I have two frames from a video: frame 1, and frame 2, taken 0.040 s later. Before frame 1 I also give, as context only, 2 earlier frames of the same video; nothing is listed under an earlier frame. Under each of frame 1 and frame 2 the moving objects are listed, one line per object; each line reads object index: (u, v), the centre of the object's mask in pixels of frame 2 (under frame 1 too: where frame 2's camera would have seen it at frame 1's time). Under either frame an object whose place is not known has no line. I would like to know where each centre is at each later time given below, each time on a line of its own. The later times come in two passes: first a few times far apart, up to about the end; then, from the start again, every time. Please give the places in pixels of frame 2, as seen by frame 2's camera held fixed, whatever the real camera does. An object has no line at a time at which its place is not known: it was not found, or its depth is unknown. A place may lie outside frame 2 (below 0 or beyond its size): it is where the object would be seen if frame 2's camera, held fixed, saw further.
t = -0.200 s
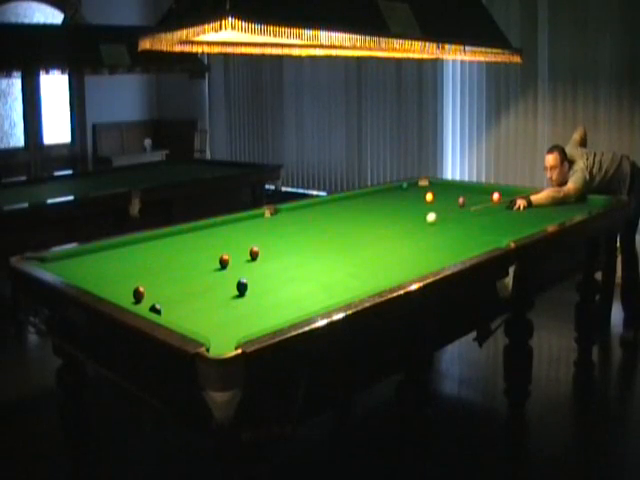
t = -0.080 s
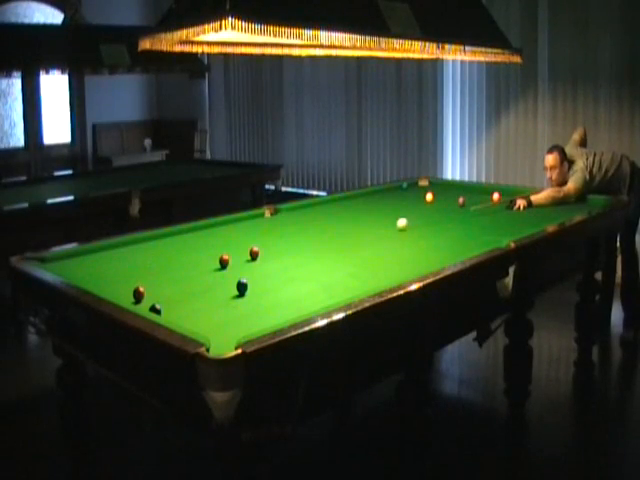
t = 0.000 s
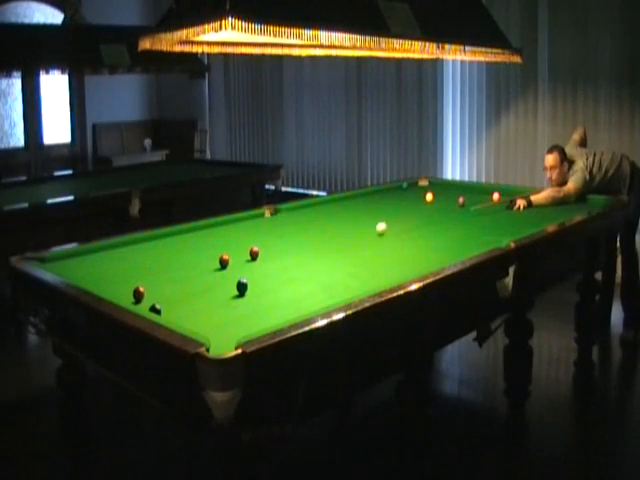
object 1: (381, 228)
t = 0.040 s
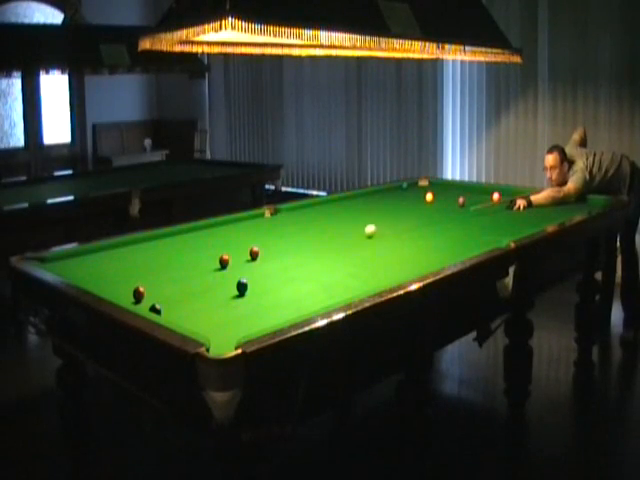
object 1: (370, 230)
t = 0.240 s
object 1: (312, 242)
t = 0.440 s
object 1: (262, 254)
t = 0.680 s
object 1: (236, 271)
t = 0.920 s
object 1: (203, 291)
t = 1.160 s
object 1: (168, 311)
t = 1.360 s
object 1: (186, 318)
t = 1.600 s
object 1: (225, 319)
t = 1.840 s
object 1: (264, 318)
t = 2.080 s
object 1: (291, 312)
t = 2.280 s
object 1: (294, 308)
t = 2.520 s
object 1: (298, 301)
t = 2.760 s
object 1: (300, 293)
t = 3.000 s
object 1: (303, 286)
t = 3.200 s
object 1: (305, 281)
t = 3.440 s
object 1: (308, 276)
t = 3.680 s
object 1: (310, 271)
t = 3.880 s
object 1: (312, 267)
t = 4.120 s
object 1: (314, 263)
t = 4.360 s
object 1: (315, 260)
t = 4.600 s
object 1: (317, 257)
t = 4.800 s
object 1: (318, 255)
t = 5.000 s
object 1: (319, 253)
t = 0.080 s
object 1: (359, 232)
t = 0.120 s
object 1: (347, 235)
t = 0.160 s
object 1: (336, 237)
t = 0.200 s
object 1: (324, 239)
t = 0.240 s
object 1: (312, 242)
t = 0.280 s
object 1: (300, 244)
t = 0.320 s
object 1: (286, 247)
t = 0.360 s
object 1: (274, 249)
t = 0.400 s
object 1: (263, 252)
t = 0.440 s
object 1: (262, 254)
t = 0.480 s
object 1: (259, 257)
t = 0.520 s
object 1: (255, 260)
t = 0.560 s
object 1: (251, 262)
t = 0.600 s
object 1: (246, 265)
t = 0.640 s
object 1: (241, 268)
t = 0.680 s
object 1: (236, 271)
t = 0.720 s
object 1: (230, 274)
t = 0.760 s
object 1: (225, 278)
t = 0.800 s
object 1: (220, 280)
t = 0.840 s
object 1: (214, 284)
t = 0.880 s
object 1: (208, 287)
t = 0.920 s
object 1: (203, 291)
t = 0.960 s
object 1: (197, 293)
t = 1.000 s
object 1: (191, 297)
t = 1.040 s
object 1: (184, 301)
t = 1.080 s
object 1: (178, 305)
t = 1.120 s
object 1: (171, 309)
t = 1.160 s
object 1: (168, 311)
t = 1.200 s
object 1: (168, 312)
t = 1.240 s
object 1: (167, 313)
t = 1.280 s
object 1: (173, 315)
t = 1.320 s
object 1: (179, 316)
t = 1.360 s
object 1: (186, 318)
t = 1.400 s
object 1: (193, 318)
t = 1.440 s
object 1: (199, 320)
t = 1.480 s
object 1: (206, 319)
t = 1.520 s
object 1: (212, 319)
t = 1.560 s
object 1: (219, 319)
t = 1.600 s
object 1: (225, 319)
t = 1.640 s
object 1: (232, 319)
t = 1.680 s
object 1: (238, 319)
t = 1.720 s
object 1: (245, 319)
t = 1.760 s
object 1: (251, 319)
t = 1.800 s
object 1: (257, 319)
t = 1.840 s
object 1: (264, 318)
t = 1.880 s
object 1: (270, 317)
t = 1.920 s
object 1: (276, 316)
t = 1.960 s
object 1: (282, 315)
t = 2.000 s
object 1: (288, 314)
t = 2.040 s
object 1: (290, 314)
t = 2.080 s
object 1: (291, 312)
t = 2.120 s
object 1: (292, 312)
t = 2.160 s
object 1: (292, 311)
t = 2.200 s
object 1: (293, 310)
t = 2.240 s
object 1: (294, 309)
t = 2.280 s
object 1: (294, 308)
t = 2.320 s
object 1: (295, 307)
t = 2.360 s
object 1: (295, 306)
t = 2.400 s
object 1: (296, 305)
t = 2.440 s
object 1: (296, 303)
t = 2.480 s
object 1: (297, 302)
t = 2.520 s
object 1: (298, 301)
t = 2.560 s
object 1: (298, 299)
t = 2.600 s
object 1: (299, 298)
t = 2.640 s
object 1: (299, 296)
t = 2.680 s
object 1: (300, 295)
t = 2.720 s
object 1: (300, 294)
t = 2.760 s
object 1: (300, 293)
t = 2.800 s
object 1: (301, 292)
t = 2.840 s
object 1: (301, 291)
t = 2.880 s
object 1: (302, 289)
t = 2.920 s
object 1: (302, 288)
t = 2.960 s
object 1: (303, 287)
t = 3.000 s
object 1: (303, 286)
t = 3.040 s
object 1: (304, 285)
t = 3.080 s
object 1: (304, 284)
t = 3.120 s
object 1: (304, 283)
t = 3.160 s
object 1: (305, 282)
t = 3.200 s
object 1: (305, 281)
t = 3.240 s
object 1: (305, 280)
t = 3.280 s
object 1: (306, 279)
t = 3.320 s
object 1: (306, 278)
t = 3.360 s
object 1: (307, 277)
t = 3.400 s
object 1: (307, 276)
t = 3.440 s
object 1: (308, 276)
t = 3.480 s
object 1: (308, 275)
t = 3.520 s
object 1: (309, 274)
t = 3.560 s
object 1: (309, 273)
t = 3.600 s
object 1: (309, 273)
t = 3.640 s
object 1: (309, 272)
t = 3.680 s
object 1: (310, 271)
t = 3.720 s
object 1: (310, 270)
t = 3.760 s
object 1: (311, 270)
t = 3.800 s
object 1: (311, 269)
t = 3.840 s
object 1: (311, 268)
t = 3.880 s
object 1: (312, 267)
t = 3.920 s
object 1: (312, 267)
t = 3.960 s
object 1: (312, 266)
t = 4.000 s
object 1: (313, 265)
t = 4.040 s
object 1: (313, 265)
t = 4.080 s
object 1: (313, 264)
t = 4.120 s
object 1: (314, 263)
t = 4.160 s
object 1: (314, 263)
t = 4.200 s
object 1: (314, 262)
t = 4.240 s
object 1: (315, 262)
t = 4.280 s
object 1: (315, 261)
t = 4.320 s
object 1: (315, 261)
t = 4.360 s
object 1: (315, 260)
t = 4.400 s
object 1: (316, 260)
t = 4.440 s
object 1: (316, 259)
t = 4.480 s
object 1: (316, 259)
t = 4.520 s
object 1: (316, 258)
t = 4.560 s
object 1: (317, 258)
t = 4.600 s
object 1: (317, 257)
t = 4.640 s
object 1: (317, 257)
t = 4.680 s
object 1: (317, 257)
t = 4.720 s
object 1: (318, 256)
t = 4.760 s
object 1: (318, 256)
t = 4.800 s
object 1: (318, 255)
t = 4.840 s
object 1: (318, 255)
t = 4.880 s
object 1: (318, 254)
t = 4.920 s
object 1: (319, 254)
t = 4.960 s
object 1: (319, 254)
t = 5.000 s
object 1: (319, 253)
